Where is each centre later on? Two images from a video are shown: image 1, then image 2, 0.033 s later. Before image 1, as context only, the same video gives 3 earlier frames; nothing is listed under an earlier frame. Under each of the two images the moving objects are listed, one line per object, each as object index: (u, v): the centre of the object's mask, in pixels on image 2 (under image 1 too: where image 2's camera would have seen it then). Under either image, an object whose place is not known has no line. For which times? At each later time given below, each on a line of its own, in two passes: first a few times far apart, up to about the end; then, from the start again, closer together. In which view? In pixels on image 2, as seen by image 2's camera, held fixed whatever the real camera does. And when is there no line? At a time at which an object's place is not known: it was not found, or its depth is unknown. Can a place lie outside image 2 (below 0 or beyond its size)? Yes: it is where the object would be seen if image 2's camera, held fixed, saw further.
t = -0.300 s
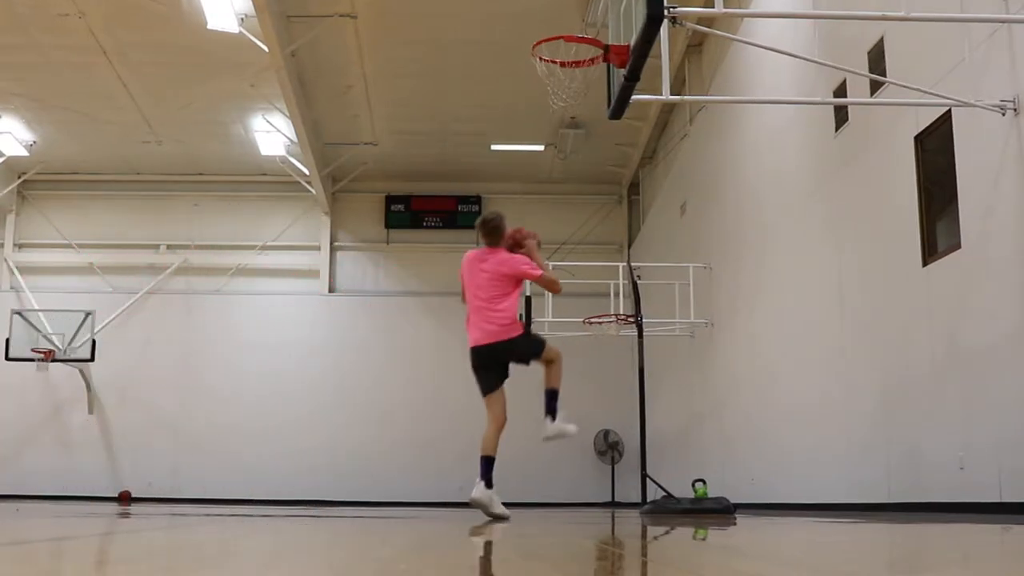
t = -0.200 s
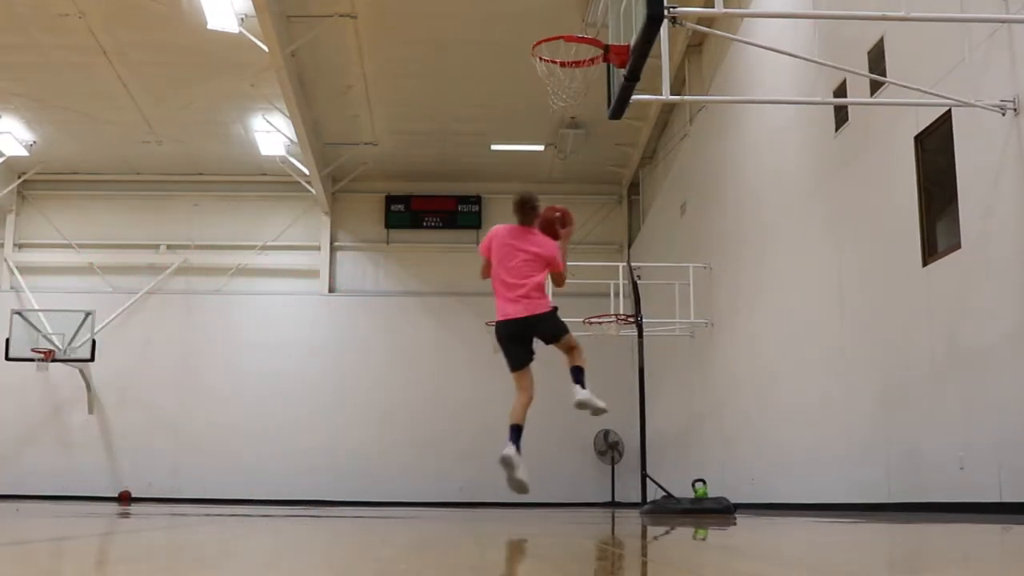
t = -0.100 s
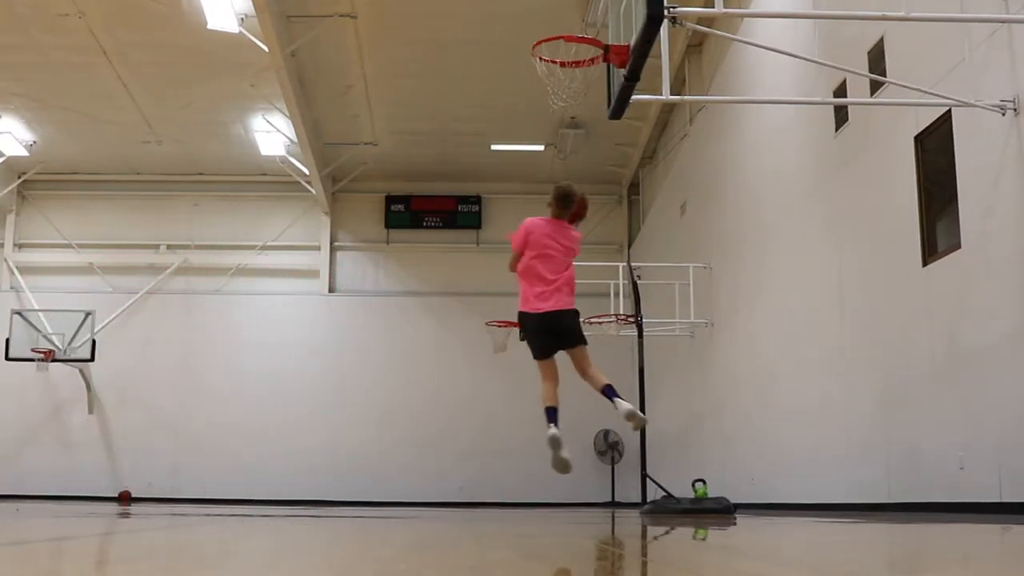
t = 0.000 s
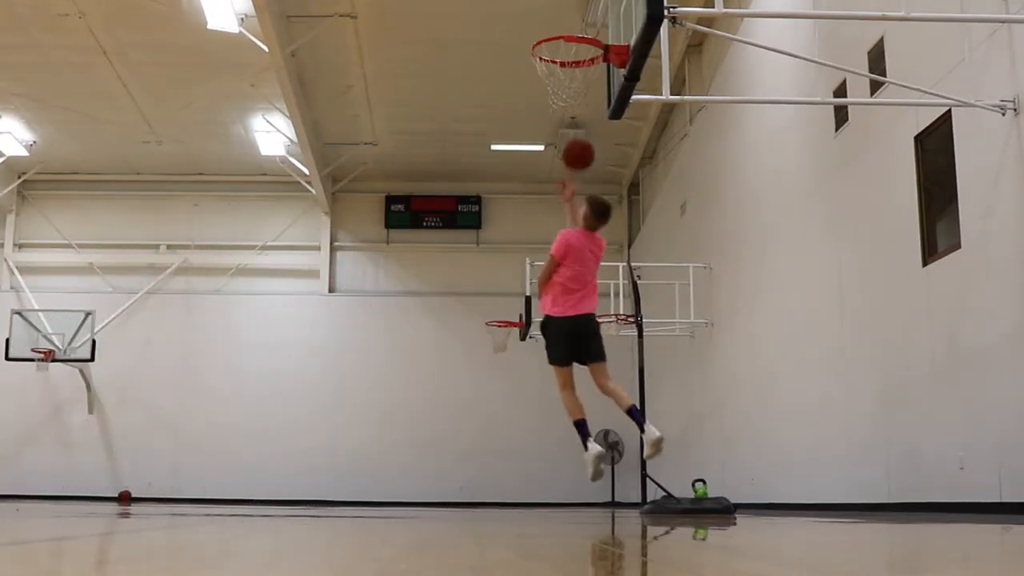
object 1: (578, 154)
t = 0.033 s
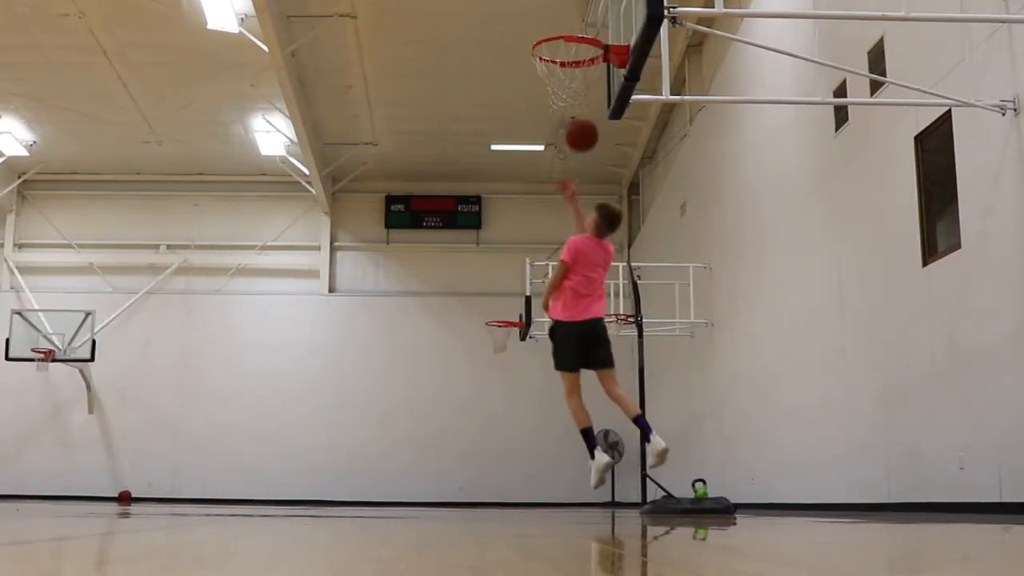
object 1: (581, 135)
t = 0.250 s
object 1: (587, 51)
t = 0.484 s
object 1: (576, 34)
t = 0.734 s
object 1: (578, 32)
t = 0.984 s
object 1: (585, 81)
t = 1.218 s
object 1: (561, 139)
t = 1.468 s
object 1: (533, 294)
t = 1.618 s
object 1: (516, 441)
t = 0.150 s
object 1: (595, 82)
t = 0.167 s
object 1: (597, 76)
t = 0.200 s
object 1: (597, 67)
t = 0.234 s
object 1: (589, 52)
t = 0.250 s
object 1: (587, 51)
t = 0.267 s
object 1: (591, 45)
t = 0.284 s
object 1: (589, 43)
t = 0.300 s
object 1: (590, 37)
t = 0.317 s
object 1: (590, 37)
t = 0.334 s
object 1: (588, 35)
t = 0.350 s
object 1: (587, 33)
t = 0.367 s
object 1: (586, 31)
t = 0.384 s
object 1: (584, 31)
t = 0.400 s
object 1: (583, 27)
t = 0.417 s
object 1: (582, 30)
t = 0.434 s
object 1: (580, 30)
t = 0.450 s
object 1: (579, 31)
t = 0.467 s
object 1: (578, 32)
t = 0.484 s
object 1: (576, 34)
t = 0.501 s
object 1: (574, 35)
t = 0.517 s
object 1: (573, 35)
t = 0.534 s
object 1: (571, 42)
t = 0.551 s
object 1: (570, 45)
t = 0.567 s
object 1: (571, 42)
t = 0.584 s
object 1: (571, 42)
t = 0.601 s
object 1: (574, 35)
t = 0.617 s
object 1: (573, 34)
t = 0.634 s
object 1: (574, 32)
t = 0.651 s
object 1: (574, 31)
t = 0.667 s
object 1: (575, 30)
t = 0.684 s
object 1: (576, 30)
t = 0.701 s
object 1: (576, 30)
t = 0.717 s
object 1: (577, 31)
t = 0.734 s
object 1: (578, 32)
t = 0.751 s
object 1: (578, 33)
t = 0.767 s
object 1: (579, 35)
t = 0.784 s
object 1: (579, 35)
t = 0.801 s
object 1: (580, 43)
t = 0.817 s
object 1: (580, 45)
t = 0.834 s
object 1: (582, 48)
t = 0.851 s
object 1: (582, 56)
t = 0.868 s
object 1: (583, 58)
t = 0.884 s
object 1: (584, 60)
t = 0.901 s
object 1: (585, 63)
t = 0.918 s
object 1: (586, 68)
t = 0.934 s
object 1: (586, 72)
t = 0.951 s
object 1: (586, 76)
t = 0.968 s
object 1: (586, 78)
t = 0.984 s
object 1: (585, 81)
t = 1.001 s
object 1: (584, 83)
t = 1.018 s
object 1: (583, 86)
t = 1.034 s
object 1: (581, 88)
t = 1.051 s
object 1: (580, 91)
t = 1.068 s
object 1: (578, 94)
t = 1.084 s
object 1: (575, 98)
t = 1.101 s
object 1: (575, 102)
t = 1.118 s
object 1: (572, 106)
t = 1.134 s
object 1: (570, 111)
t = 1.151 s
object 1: (569, 115)
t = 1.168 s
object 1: (567, 120)
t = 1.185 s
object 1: (565, 126)
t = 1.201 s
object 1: (563, 133)
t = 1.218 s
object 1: (561, 139)
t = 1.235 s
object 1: (560, 146)
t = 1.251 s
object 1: (557, 155)
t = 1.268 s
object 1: (556, 162)
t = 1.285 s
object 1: (554, 170)
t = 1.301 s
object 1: (552, 180)
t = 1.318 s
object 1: (550, 189)
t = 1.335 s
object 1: (548, 199)
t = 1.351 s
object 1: (546, 209)
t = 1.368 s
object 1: (545, 220)
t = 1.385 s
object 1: (542, 231)
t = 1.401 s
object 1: (541, 242)
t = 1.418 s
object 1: (539, 255)
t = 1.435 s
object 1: (537, 267)
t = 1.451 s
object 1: (535, 281)
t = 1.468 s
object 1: (533, 294)
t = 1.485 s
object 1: (531, 308)
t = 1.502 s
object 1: (530, 324)
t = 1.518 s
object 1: (527, 339)
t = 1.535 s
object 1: (526, 355)
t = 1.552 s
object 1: (523, 371)
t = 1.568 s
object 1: (521, 388)
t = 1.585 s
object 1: (520, 405)
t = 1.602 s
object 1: (518, 423)
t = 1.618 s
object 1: (516, 441)
